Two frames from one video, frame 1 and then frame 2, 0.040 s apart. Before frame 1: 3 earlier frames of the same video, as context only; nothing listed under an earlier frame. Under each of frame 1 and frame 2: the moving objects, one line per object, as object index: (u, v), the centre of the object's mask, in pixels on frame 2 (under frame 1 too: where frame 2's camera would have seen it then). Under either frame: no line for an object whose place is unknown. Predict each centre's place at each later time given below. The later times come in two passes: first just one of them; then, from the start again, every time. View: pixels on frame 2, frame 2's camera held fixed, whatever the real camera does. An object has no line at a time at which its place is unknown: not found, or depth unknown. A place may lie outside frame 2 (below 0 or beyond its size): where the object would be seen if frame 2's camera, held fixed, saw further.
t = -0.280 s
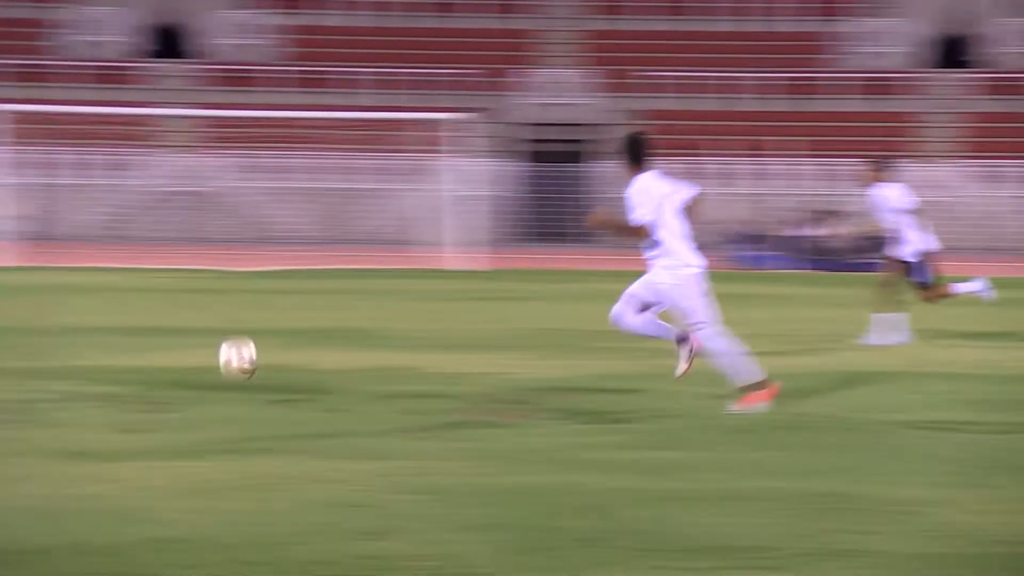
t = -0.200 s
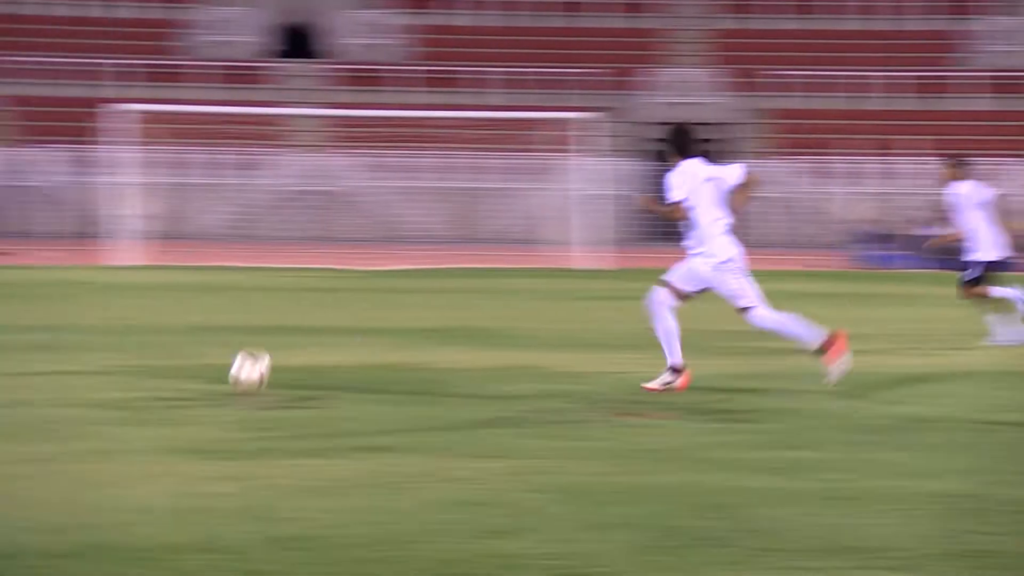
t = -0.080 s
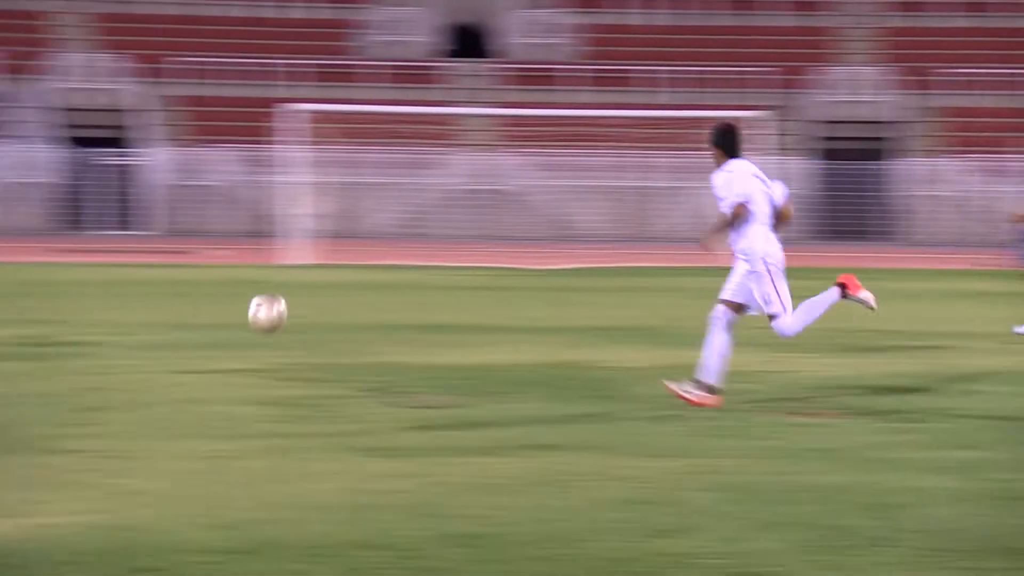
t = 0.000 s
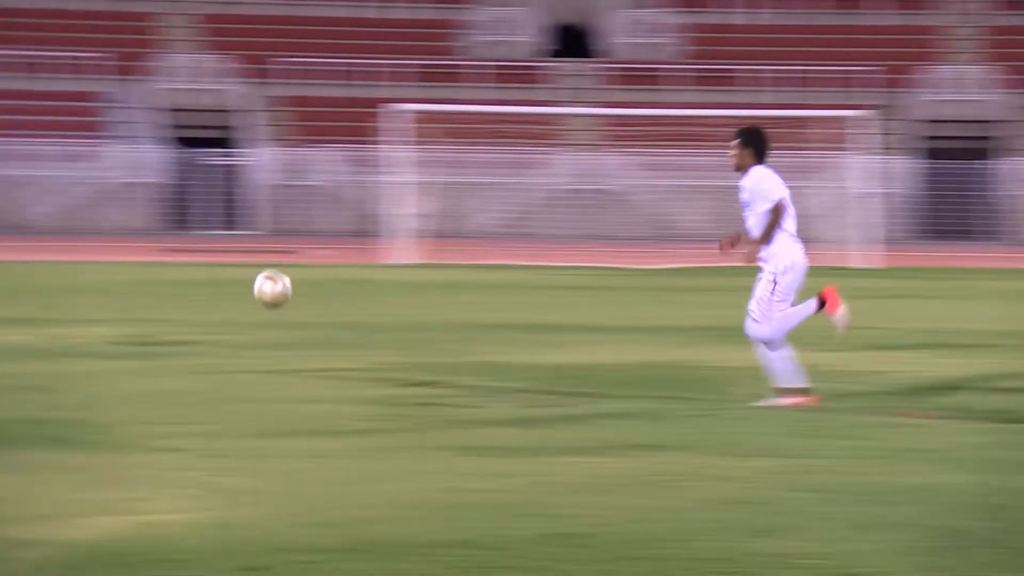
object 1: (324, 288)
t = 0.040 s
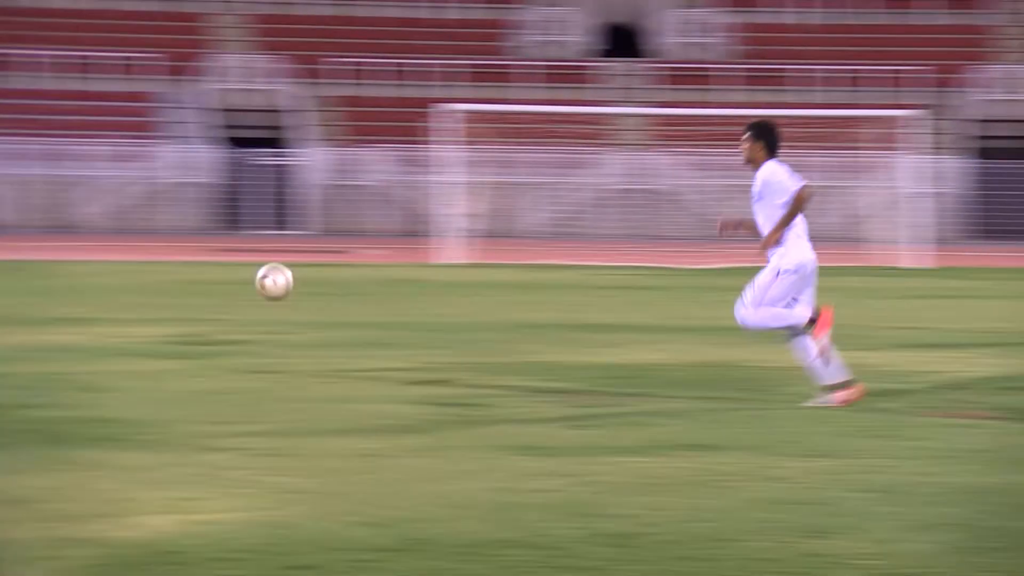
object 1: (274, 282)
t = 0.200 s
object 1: (70, 279)
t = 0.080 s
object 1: (225, 277)
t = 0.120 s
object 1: (174, 276)
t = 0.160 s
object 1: (123, 276)
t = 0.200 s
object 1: (70, 279)
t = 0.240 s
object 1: (18, 285)
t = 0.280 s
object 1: (-38, 292)
